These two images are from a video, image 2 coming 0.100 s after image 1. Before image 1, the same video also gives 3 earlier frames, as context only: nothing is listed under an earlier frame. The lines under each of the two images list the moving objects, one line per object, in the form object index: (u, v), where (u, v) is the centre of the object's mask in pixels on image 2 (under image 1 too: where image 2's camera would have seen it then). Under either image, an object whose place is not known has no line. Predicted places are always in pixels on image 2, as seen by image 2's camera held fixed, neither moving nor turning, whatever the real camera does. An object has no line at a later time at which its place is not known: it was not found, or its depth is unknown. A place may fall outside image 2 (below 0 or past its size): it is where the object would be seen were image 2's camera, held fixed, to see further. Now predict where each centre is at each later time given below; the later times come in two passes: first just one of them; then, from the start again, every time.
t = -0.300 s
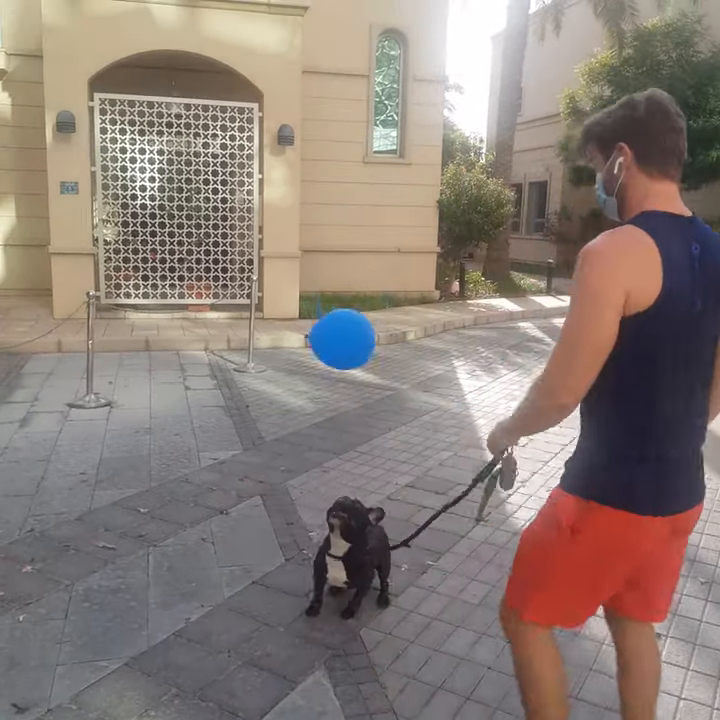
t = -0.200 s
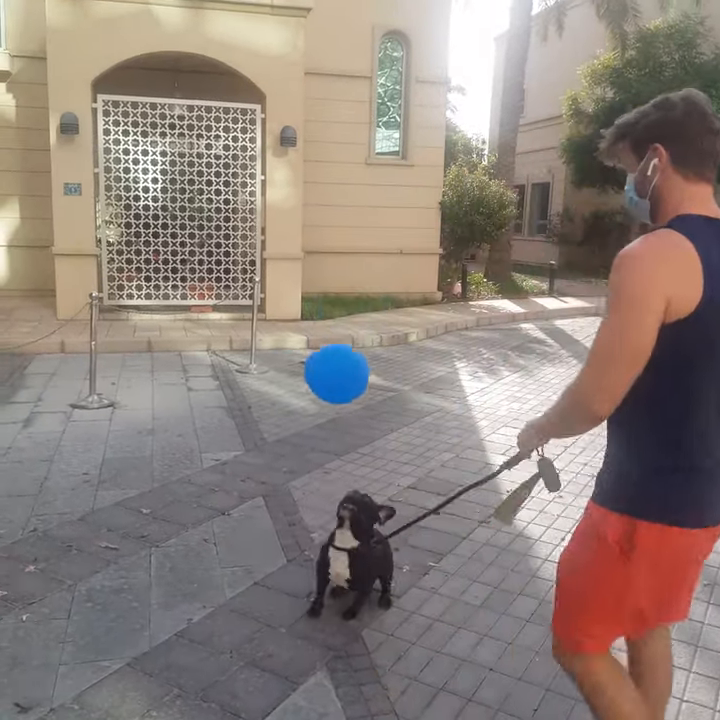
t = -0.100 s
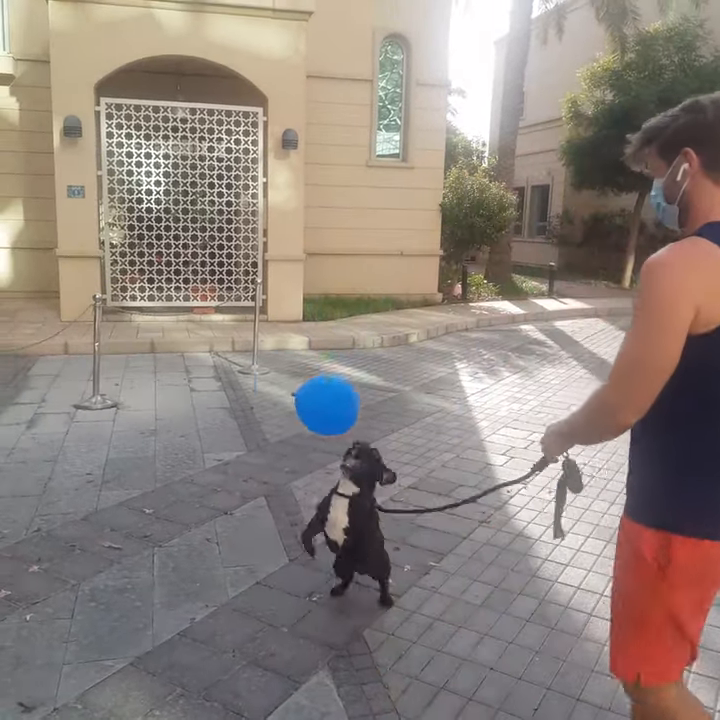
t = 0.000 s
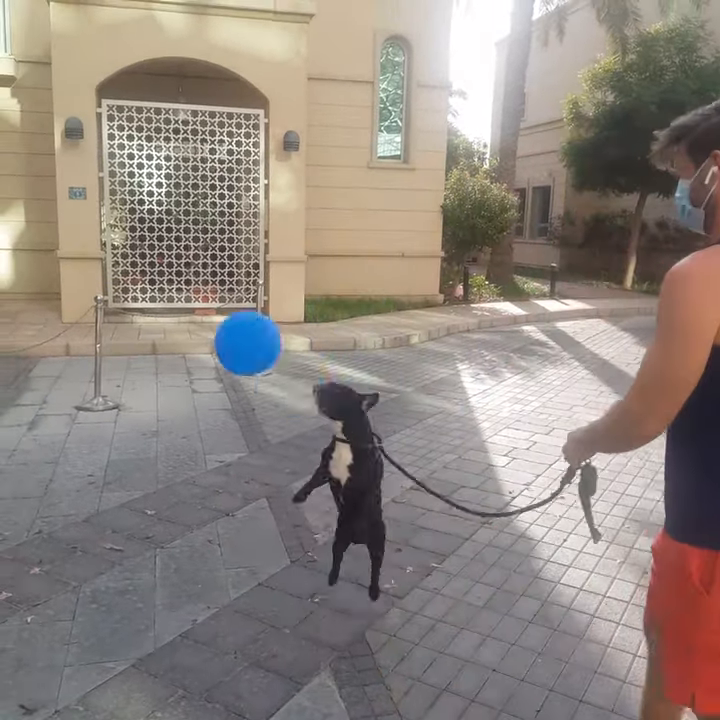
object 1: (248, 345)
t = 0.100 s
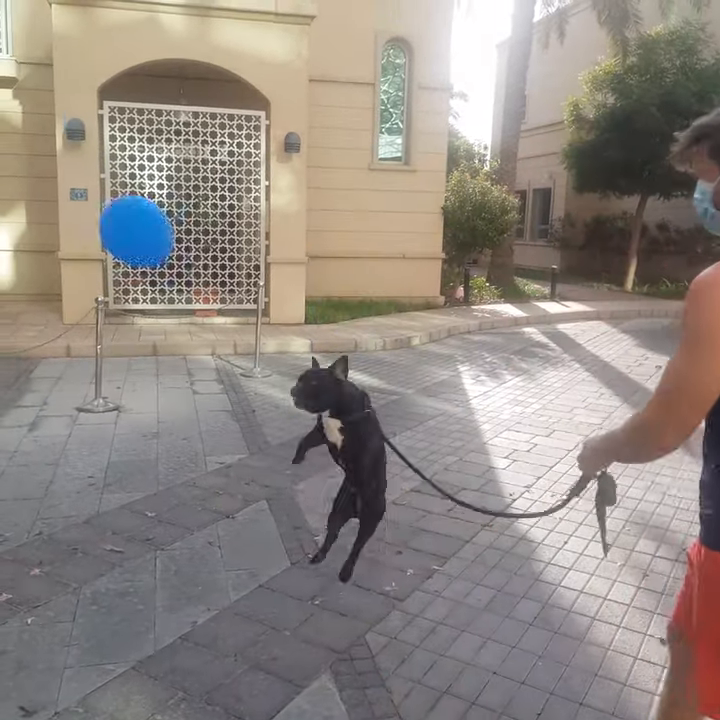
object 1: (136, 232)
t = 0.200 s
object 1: (63, 155)
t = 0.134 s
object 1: (107, 201)
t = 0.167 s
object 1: (83, 176)
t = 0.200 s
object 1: (63, 155)
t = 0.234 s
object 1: (48, 139)
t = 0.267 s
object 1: (37, 128)
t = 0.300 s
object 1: (29, 120)
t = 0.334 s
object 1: (25, 117)
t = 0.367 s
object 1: (23, 115)
